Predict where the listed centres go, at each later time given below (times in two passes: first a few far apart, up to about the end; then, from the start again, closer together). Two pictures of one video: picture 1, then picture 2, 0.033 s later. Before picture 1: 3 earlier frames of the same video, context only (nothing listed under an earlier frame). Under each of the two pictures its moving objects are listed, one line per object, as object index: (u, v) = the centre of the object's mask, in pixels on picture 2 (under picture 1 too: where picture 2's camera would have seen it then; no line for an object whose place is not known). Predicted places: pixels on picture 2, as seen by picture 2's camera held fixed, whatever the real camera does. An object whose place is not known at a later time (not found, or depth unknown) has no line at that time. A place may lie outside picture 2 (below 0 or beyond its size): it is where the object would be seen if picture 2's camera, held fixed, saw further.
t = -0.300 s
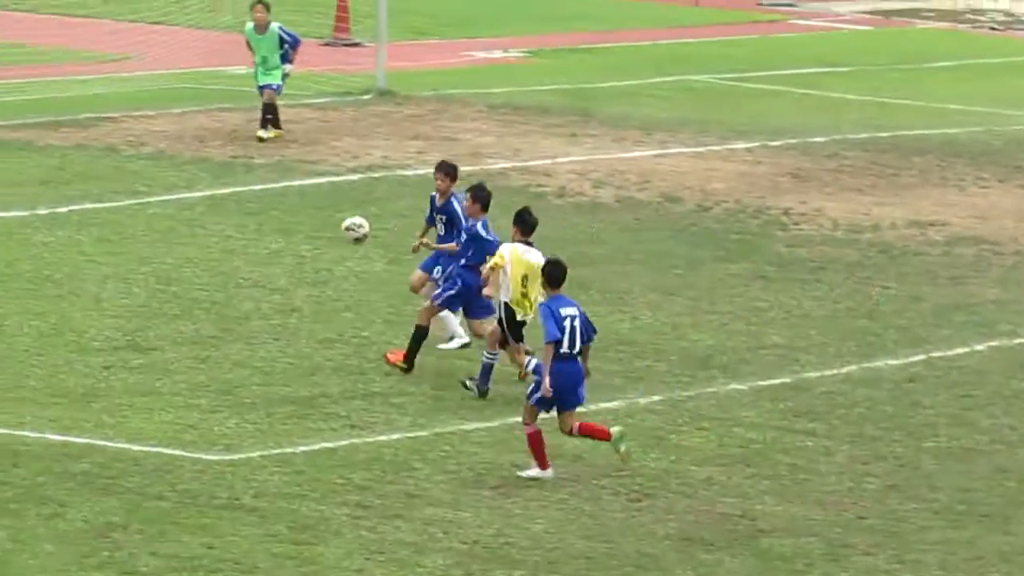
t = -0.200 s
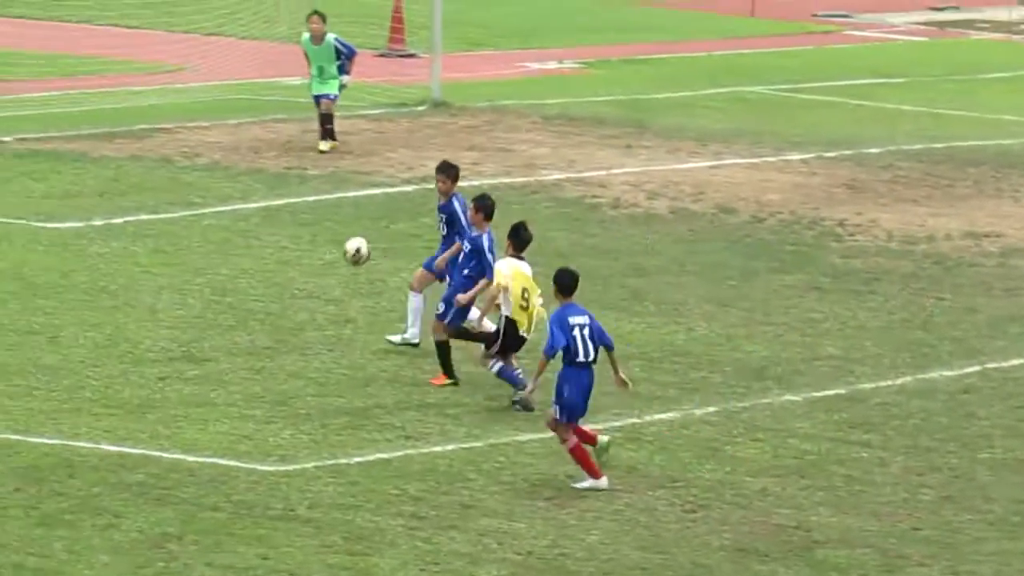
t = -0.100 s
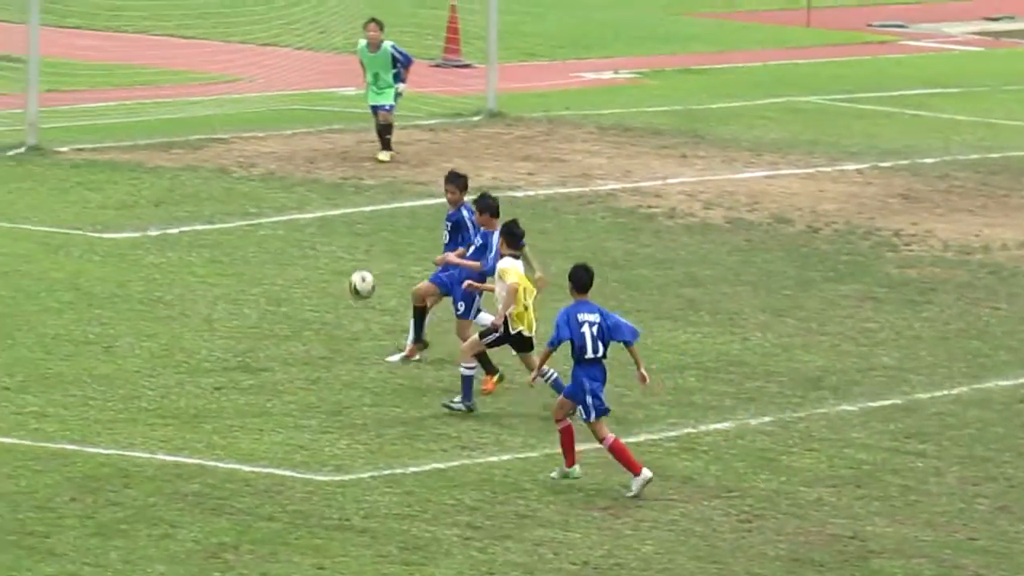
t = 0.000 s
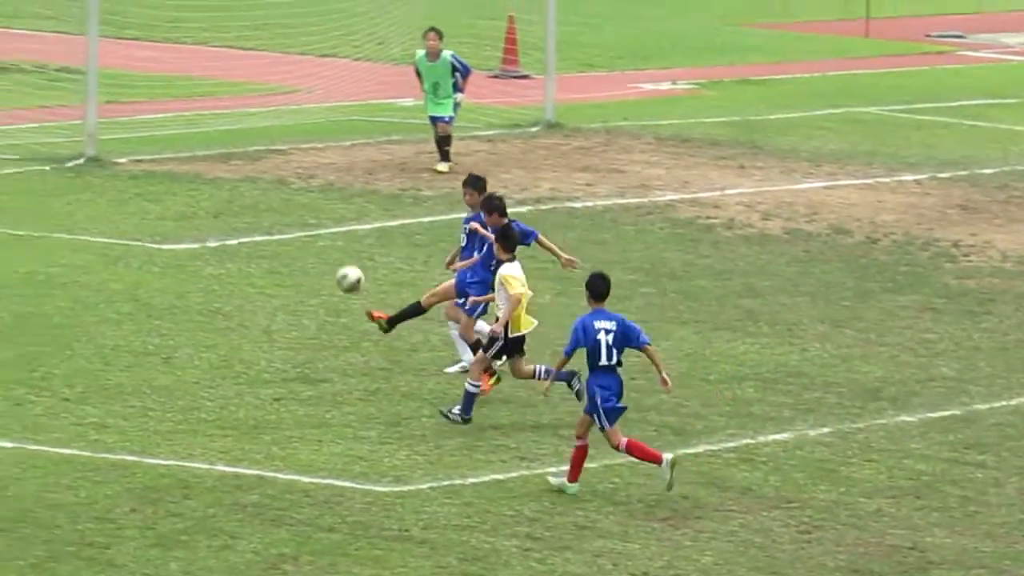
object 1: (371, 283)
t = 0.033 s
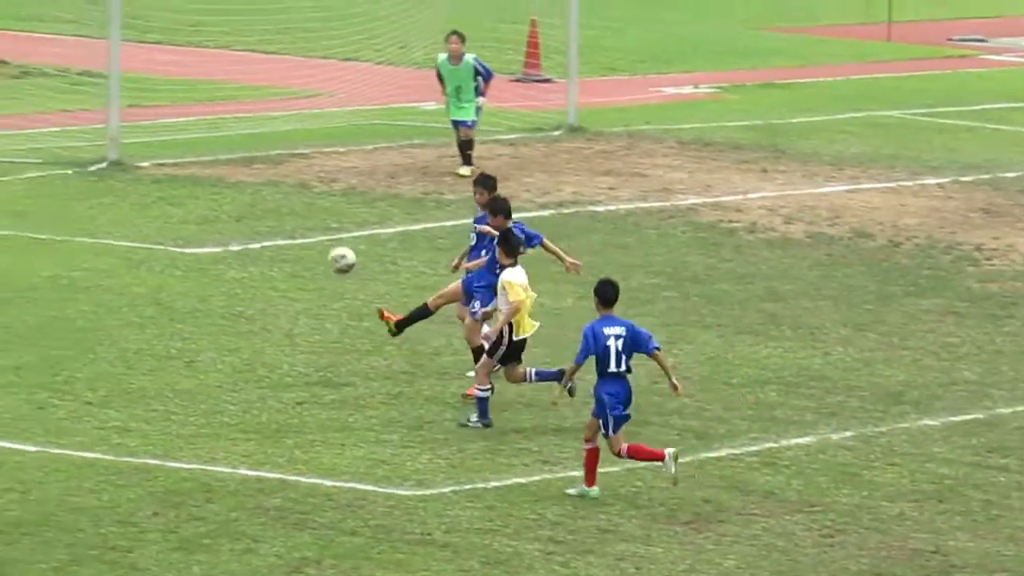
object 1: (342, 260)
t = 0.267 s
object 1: (128, 137)
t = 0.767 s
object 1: (-346, 88)
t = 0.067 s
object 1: (311, 238)
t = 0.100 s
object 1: (282, 218)
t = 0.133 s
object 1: (252, 200)
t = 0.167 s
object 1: (220, 182)
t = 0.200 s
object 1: (190, 166)
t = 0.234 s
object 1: (159, 151)
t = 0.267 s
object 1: (128, 137)
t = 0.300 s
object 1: (97, 124)
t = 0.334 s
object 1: (65, 113)
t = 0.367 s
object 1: (34, 103)
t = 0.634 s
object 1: (-216, 70)
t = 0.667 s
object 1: (-247, 72)
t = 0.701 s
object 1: (-278, 76)
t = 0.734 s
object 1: (-312, 81)
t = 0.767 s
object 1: (-346, 88)
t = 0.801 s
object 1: (-380, 95)
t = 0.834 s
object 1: (-414, 105)
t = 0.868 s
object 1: (-448, 118)
